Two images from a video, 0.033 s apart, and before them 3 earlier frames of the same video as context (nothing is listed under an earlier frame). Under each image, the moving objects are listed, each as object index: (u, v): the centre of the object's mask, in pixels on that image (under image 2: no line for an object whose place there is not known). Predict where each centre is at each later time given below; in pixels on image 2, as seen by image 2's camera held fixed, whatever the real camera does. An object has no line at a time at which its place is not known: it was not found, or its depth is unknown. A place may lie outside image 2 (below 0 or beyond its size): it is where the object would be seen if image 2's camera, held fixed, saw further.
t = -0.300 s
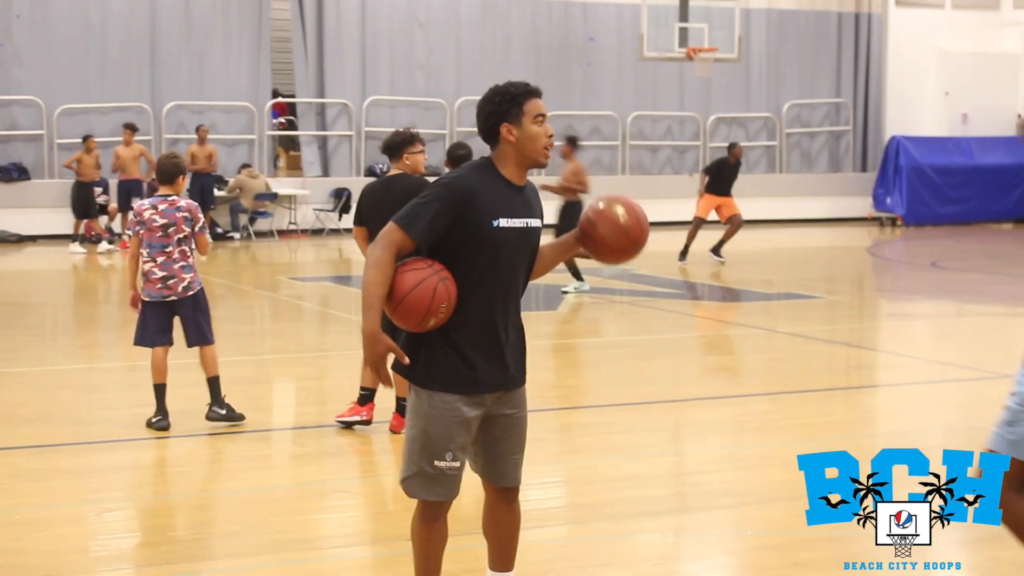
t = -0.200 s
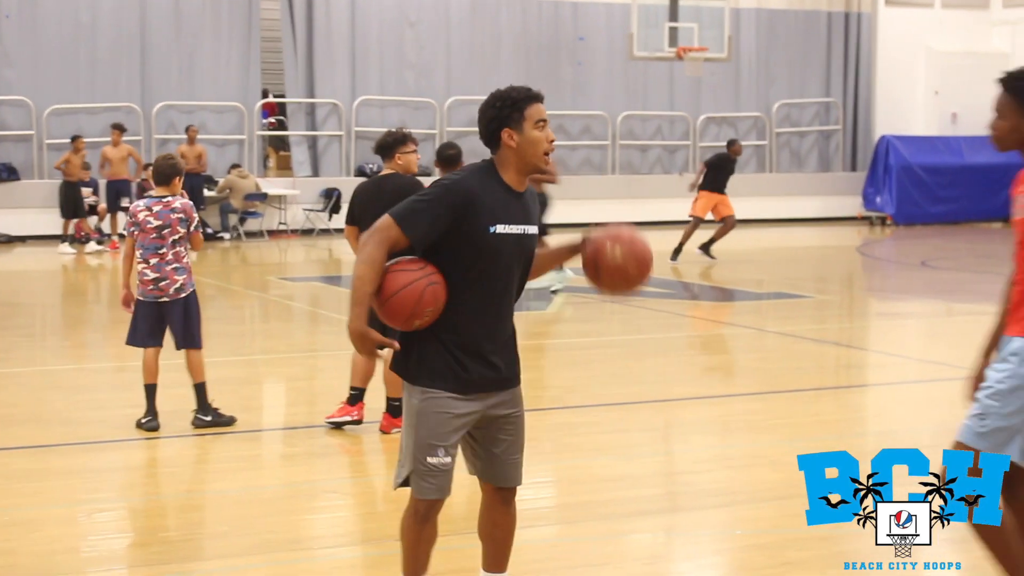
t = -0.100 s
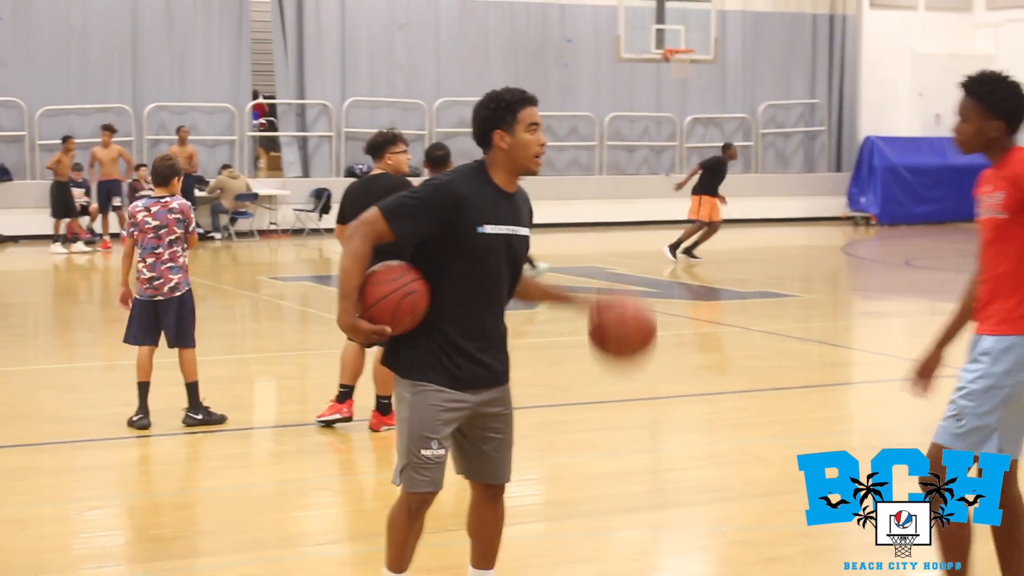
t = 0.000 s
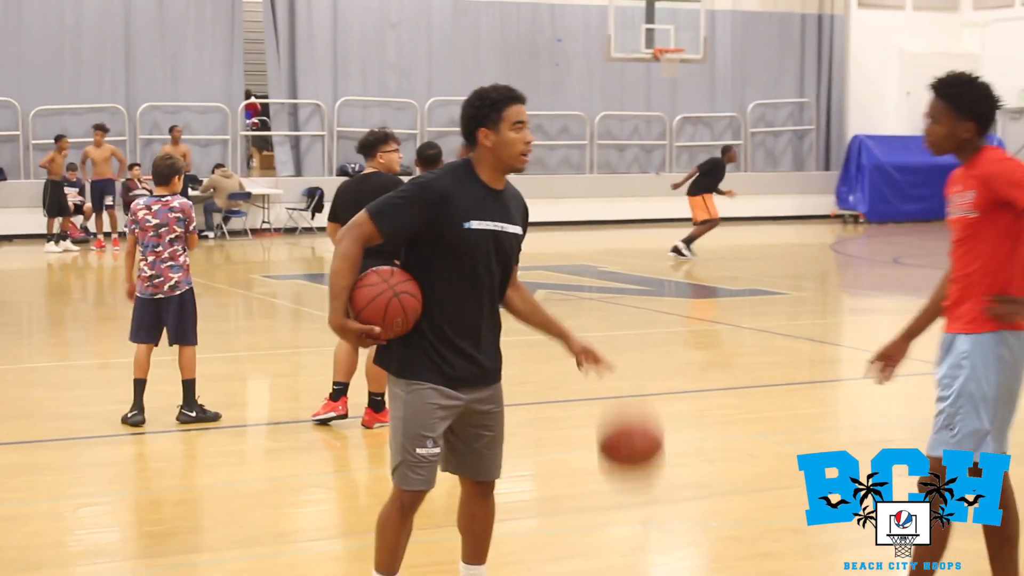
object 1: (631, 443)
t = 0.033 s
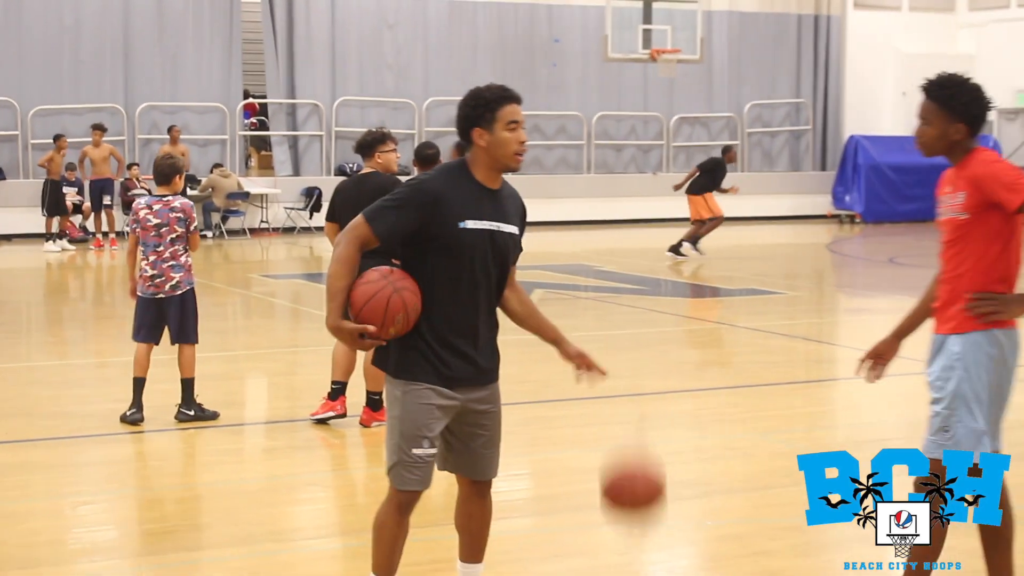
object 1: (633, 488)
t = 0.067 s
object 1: (640, 537)
